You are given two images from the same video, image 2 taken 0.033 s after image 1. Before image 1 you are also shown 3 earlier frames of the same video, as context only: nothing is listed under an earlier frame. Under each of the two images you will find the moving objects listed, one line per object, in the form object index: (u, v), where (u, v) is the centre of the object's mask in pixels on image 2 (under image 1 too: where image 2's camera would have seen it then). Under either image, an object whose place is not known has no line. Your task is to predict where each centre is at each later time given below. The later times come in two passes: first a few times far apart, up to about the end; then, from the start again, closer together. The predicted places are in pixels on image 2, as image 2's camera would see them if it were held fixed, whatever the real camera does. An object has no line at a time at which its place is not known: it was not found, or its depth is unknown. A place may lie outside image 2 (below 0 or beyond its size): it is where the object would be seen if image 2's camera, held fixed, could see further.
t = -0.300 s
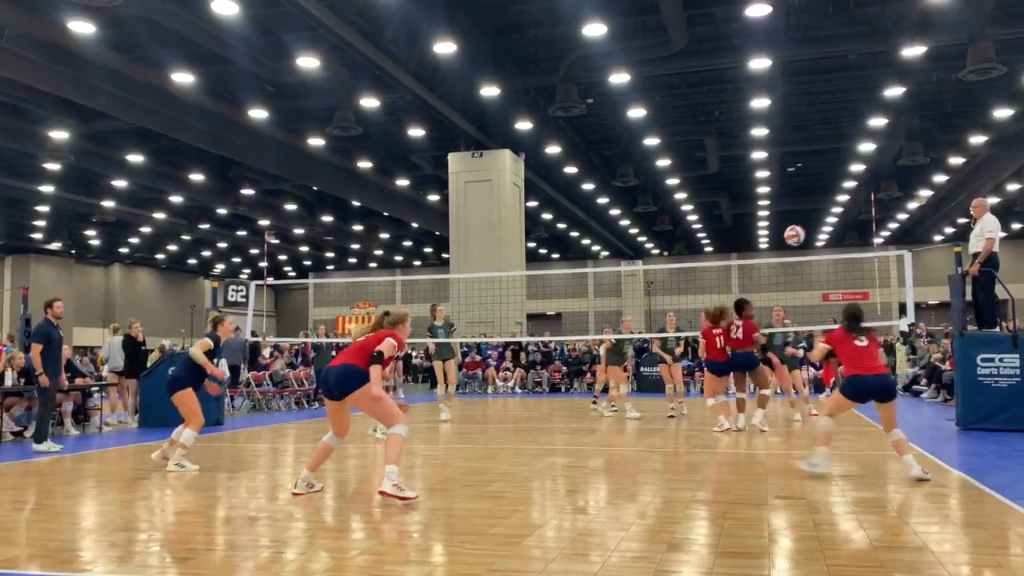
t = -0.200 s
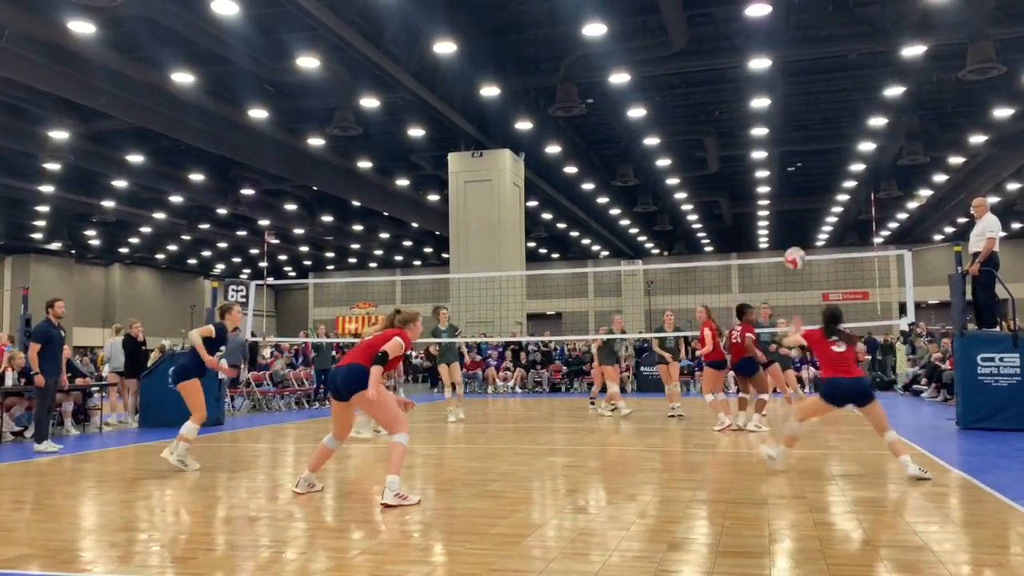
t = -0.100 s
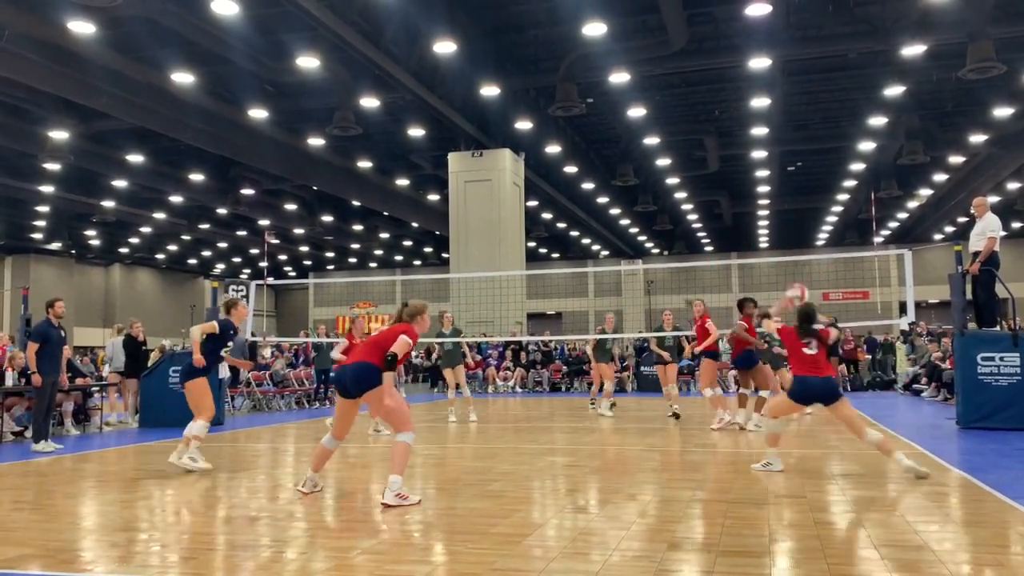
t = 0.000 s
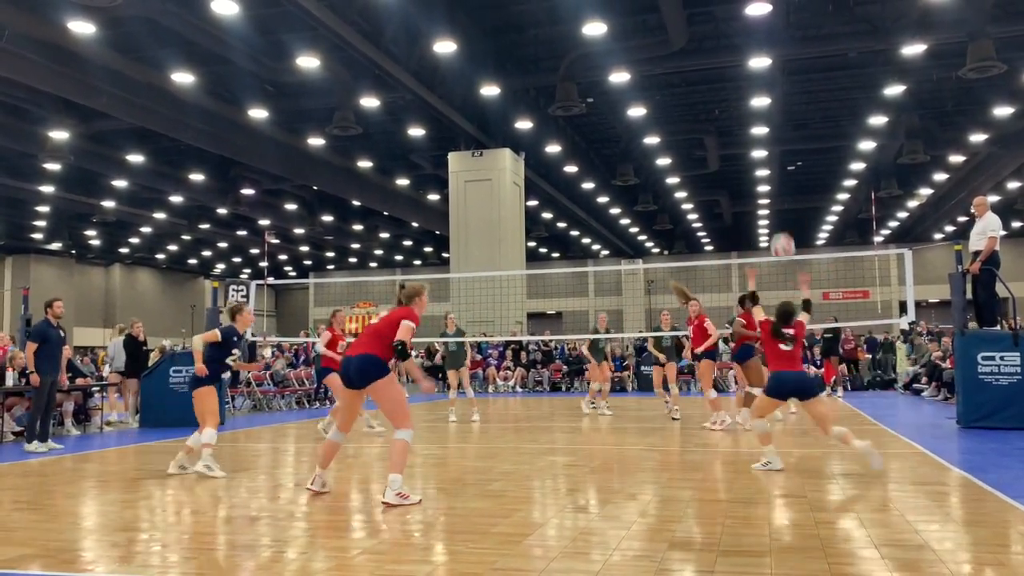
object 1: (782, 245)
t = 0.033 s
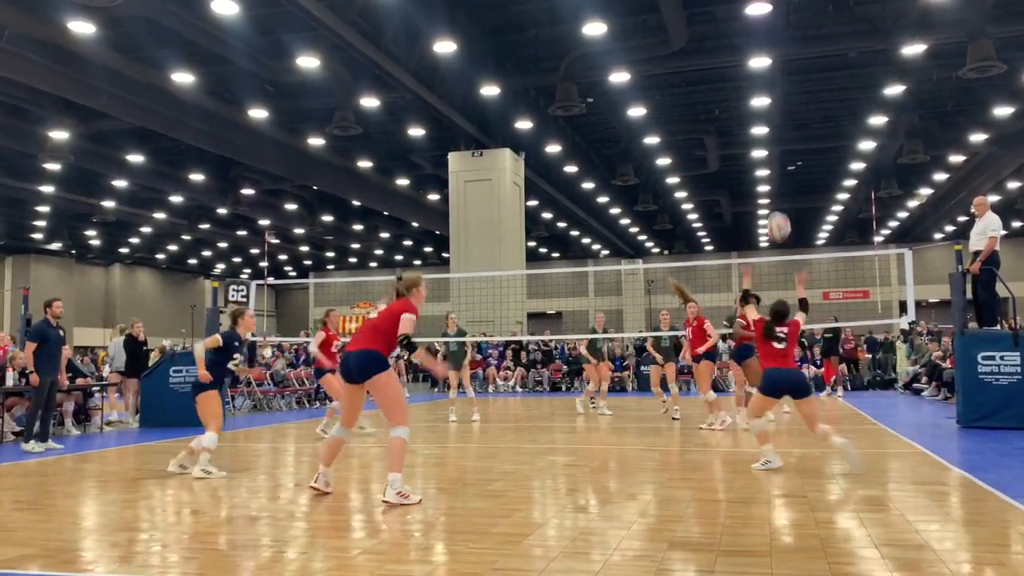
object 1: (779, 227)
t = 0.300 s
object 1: (747, 116)
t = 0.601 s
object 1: (720, 87)
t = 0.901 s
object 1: (701, 133)
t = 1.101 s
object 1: (693, 195)
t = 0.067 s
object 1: (776, 207)
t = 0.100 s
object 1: (770, 189)
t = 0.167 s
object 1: (762, 158)
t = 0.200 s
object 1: (758, 147)
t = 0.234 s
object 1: (754, 135)
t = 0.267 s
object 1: (749, 125)
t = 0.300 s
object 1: (747, 116)
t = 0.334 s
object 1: (743, 109)
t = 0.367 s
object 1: (740, 102)
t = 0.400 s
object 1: (737, 97)
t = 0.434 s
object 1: (734, 93)
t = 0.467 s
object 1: (731, 90)
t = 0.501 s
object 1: (728, 88)
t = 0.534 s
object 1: (726, 86)
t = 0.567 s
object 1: (723, 86)
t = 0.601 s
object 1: (720, 87)
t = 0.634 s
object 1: (718, 89)
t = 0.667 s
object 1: (715, 91)
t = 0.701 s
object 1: (713, 95)
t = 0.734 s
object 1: (711, 99)
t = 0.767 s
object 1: (709, 104)
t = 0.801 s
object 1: (707, 110)
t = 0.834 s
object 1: (705, 117)
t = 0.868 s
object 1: (703, 125)
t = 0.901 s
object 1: (701, 133)
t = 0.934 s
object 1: (699, 142)
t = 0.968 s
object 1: (698, 152)
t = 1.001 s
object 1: (696, 162)
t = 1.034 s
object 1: (694, 173)
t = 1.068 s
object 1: (693, 185)
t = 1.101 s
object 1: (693, 195)
